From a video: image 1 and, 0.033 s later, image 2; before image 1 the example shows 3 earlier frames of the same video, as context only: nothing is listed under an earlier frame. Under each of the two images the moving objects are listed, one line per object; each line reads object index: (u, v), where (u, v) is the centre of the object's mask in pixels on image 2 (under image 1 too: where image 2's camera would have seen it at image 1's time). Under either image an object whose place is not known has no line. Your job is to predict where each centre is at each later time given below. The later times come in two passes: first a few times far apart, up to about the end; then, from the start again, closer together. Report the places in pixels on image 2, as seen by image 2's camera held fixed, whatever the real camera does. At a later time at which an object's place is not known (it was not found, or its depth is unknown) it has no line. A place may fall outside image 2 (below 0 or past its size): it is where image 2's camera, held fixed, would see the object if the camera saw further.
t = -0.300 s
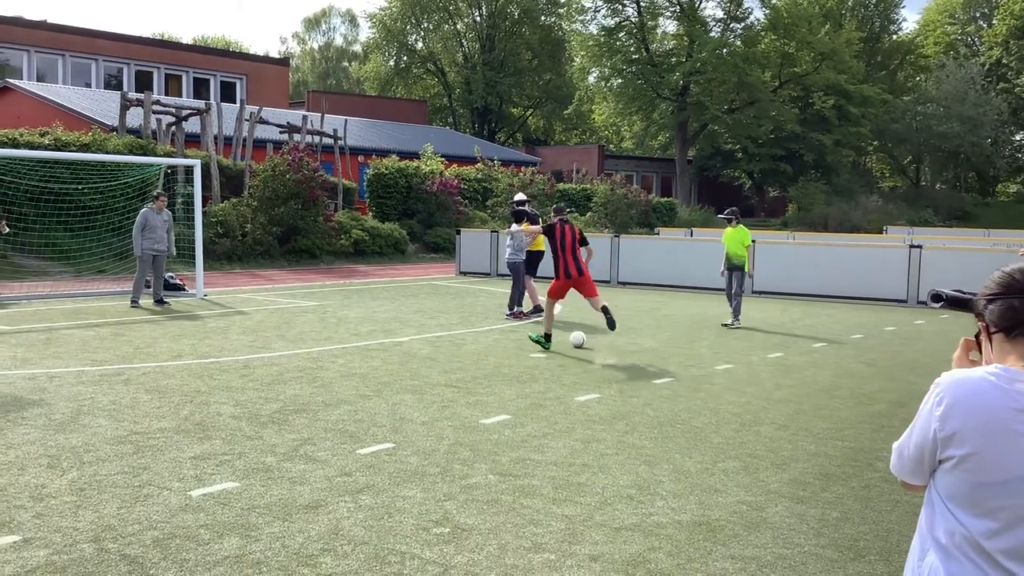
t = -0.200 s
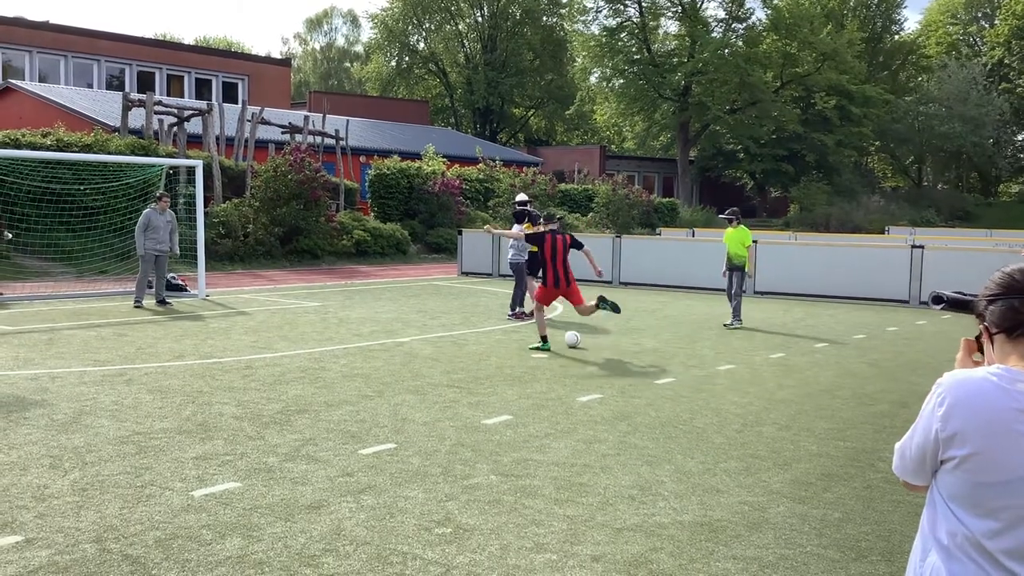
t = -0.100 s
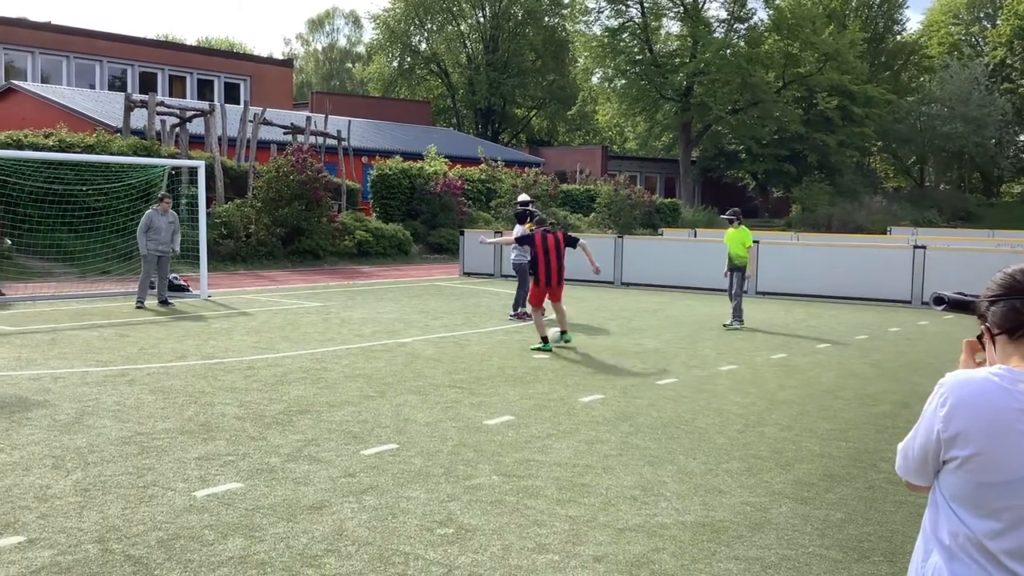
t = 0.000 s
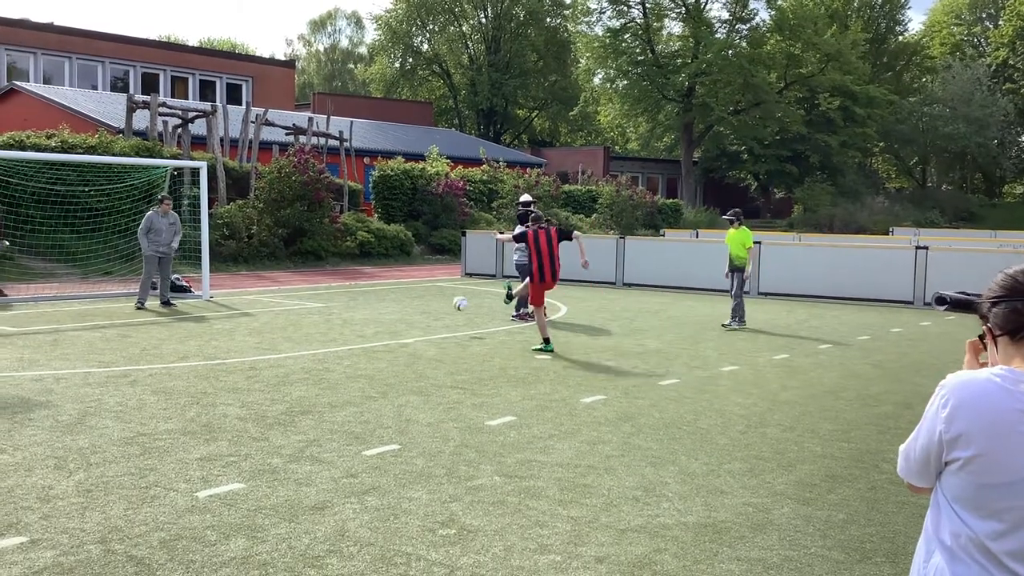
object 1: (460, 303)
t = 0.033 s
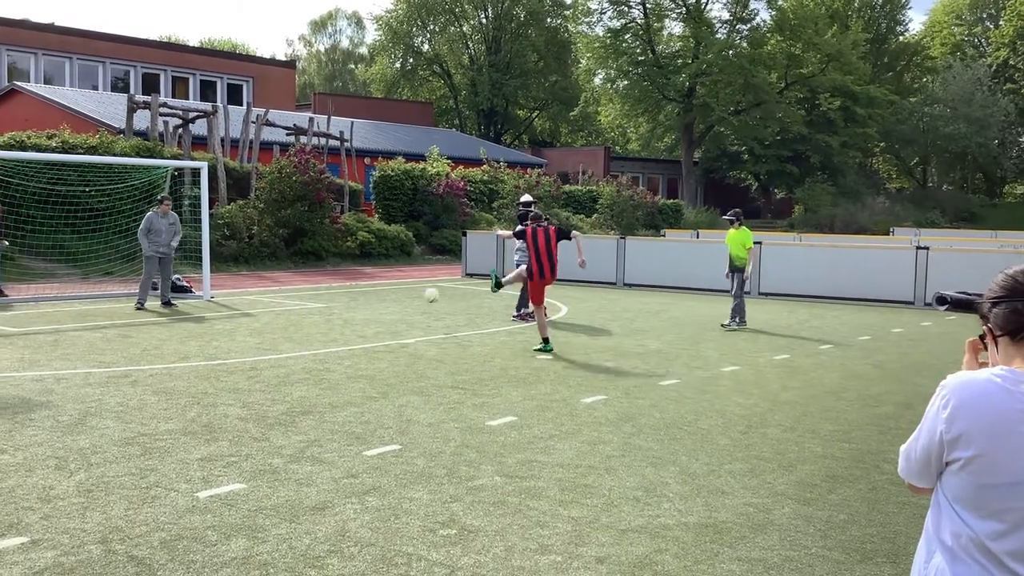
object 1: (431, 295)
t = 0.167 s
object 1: (327, 273)
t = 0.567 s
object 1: (137, 284)
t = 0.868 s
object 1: (123, 273)
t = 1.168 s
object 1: (113, 283)
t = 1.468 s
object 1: (110, 288)
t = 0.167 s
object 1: (327, 273)
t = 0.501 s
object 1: (131, 273)
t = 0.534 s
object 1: (133, 277)
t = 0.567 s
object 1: (137, 284)
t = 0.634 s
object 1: (135, 283)
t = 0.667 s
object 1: (132, 280)
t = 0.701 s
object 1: (130, 277)
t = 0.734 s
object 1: (128, 275)
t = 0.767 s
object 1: (127, 273)
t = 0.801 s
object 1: (126, 272)
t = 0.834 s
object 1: (125, 272)
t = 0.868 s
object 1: (123, 273)
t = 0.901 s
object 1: (122, 274)
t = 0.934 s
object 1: (122, 276)
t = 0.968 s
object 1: (121, 278)
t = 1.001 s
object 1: (120, 281)
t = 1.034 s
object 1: (118, 286)
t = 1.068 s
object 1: (117, 287)
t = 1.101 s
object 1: (115, 285)
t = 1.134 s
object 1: (114, 283)
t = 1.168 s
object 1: (113, 283)
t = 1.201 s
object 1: (112, 283)
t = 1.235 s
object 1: (112, 283)
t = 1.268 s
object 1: (111, 285)
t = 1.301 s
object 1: (110, 286)
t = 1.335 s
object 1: (111, 287)
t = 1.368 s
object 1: (110, 289)
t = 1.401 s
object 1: (110, 288)
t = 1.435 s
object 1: (111, 288)
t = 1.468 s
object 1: (110, 288)
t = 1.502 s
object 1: (110, 289)
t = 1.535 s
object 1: (110, 289)
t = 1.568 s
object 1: (111, 289)
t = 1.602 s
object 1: (111, 289)
